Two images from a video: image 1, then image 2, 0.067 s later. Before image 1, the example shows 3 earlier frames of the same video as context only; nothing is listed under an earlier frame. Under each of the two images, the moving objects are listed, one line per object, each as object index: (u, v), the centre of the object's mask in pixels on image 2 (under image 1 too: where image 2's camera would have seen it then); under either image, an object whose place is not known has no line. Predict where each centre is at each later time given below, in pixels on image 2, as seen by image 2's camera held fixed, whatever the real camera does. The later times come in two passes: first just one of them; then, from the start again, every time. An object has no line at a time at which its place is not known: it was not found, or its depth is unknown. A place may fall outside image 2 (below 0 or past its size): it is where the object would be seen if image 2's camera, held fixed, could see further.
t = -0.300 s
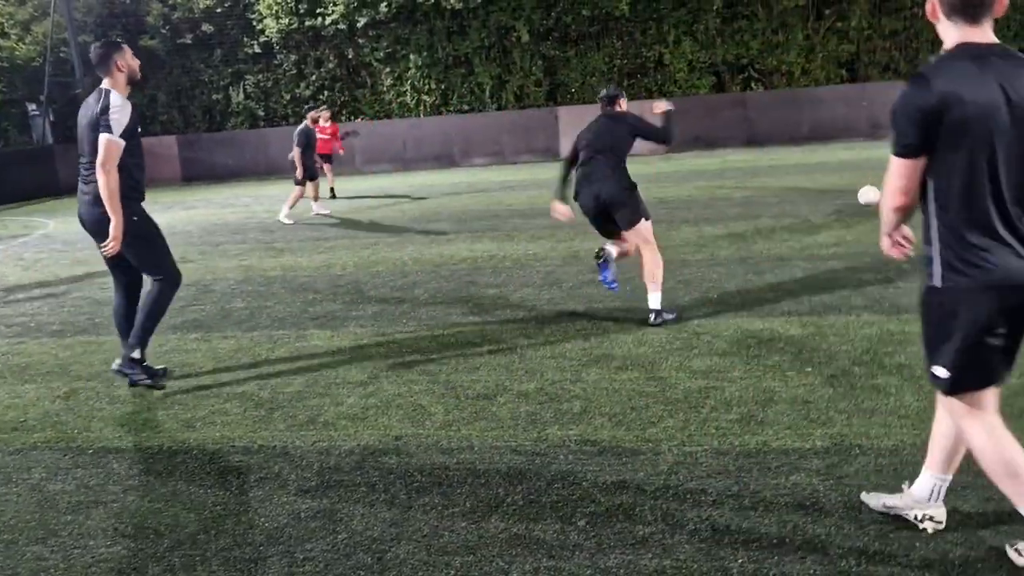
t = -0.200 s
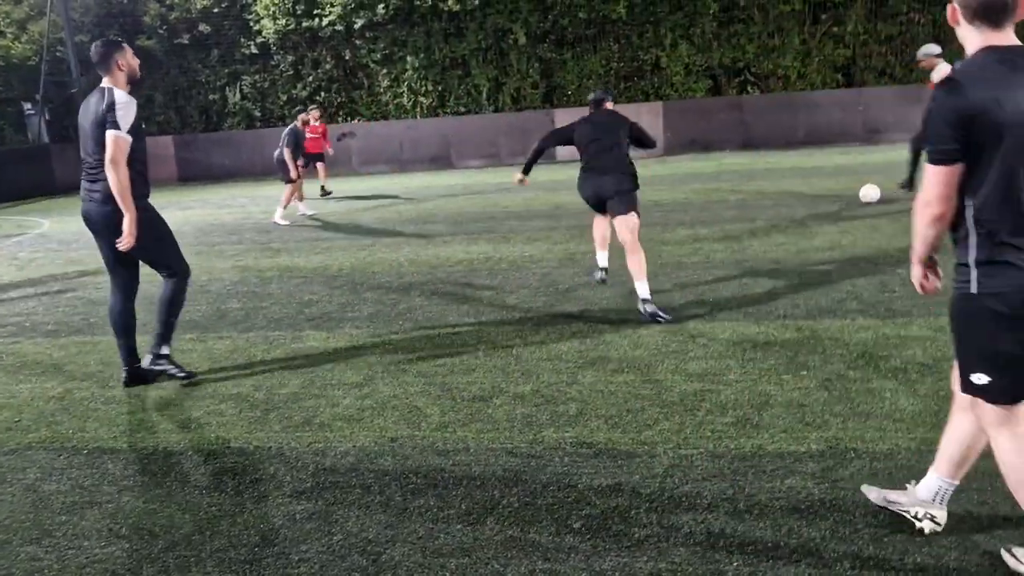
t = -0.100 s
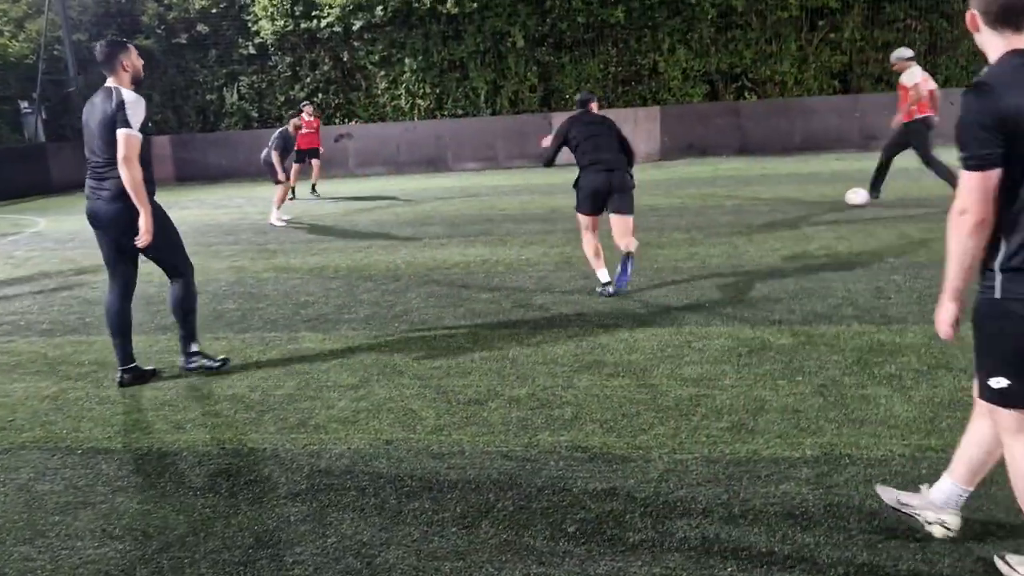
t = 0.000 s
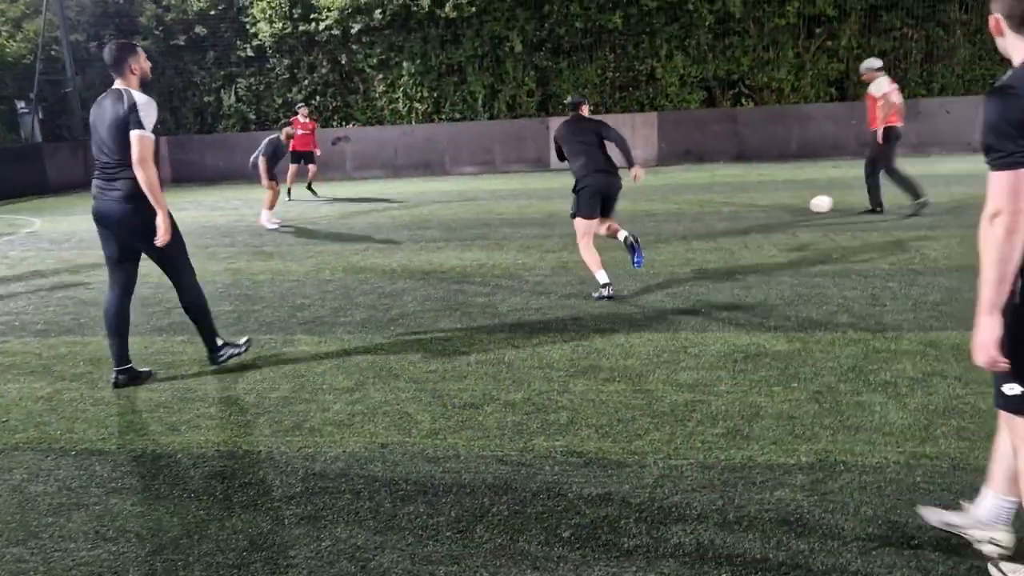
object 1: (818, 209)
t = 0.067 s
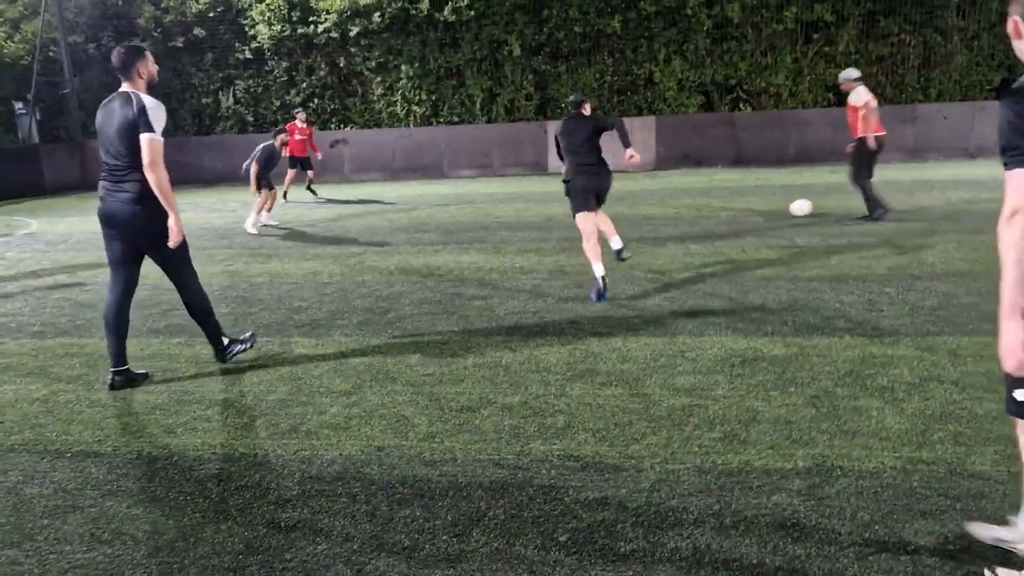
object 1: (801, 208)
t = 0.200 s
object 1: (770, 207)
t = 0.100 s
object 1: (792, 208)
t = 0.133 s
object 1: (784, 207)
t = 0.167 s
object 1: (776, 207)
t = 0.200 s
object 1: (770, 207)
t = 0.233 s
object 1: (762, 207)
